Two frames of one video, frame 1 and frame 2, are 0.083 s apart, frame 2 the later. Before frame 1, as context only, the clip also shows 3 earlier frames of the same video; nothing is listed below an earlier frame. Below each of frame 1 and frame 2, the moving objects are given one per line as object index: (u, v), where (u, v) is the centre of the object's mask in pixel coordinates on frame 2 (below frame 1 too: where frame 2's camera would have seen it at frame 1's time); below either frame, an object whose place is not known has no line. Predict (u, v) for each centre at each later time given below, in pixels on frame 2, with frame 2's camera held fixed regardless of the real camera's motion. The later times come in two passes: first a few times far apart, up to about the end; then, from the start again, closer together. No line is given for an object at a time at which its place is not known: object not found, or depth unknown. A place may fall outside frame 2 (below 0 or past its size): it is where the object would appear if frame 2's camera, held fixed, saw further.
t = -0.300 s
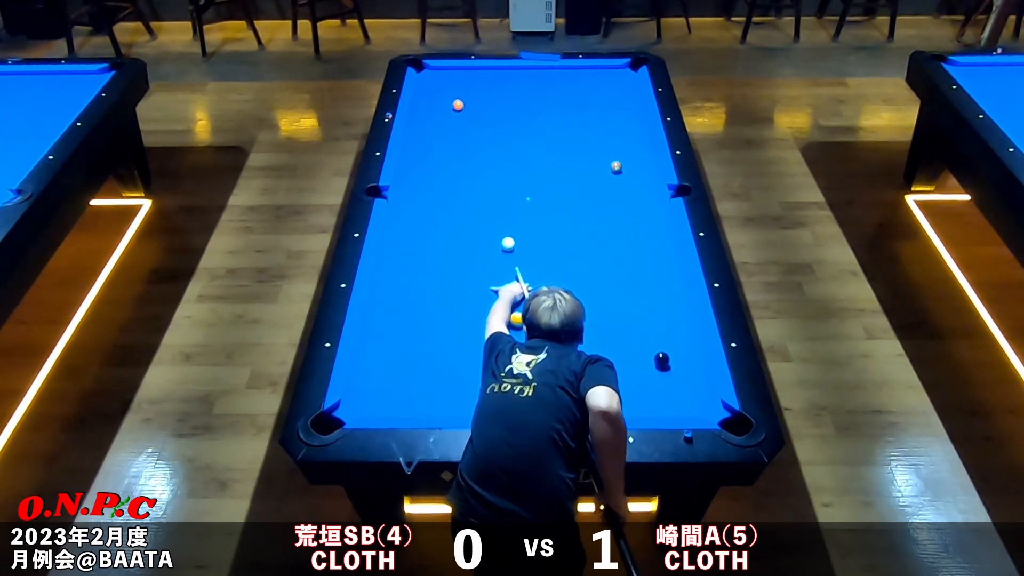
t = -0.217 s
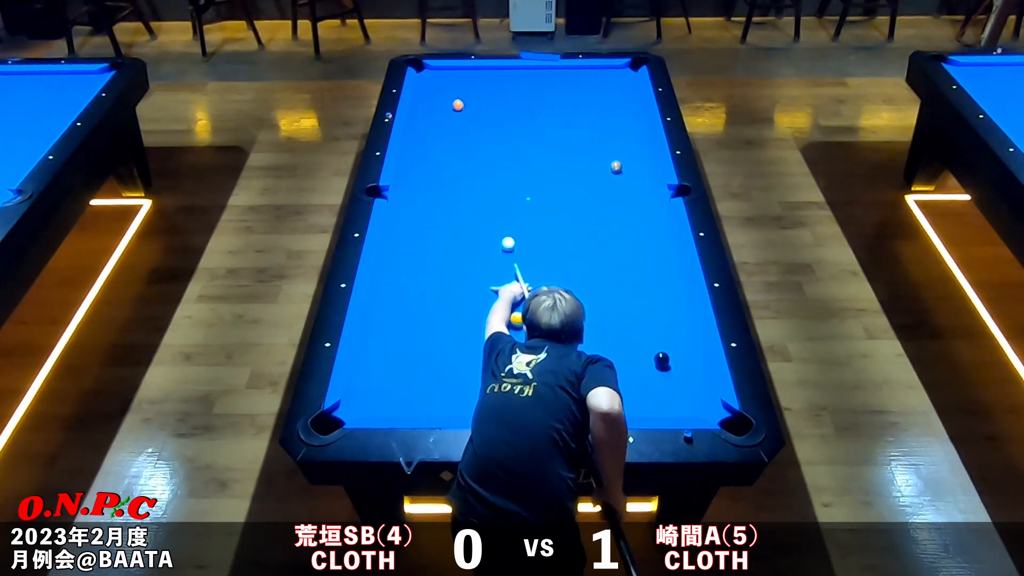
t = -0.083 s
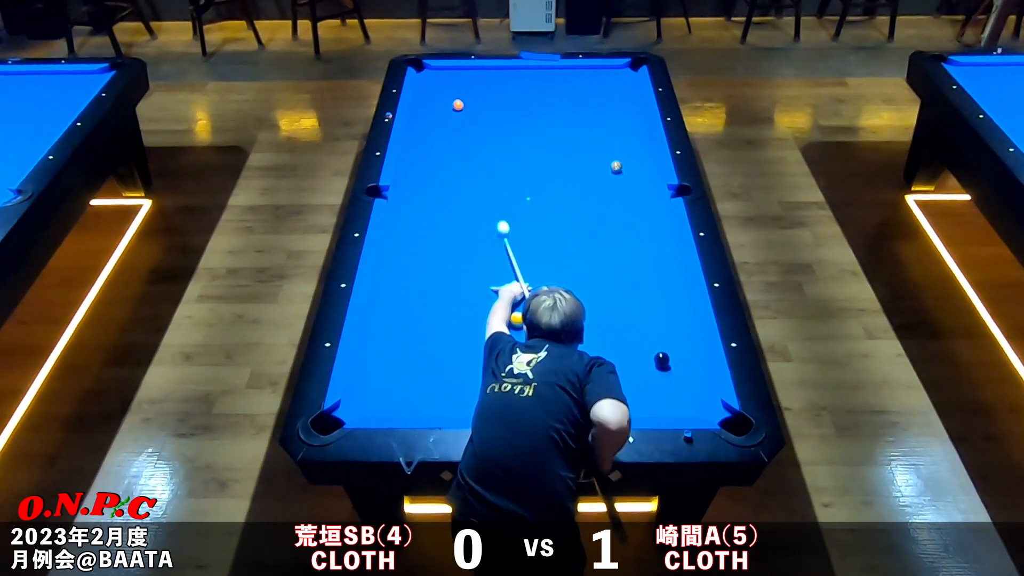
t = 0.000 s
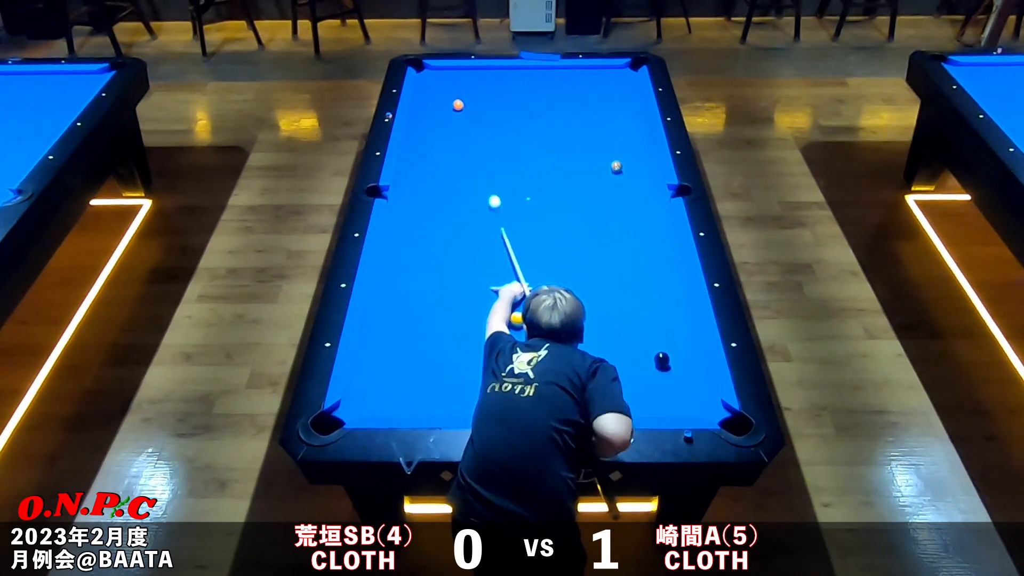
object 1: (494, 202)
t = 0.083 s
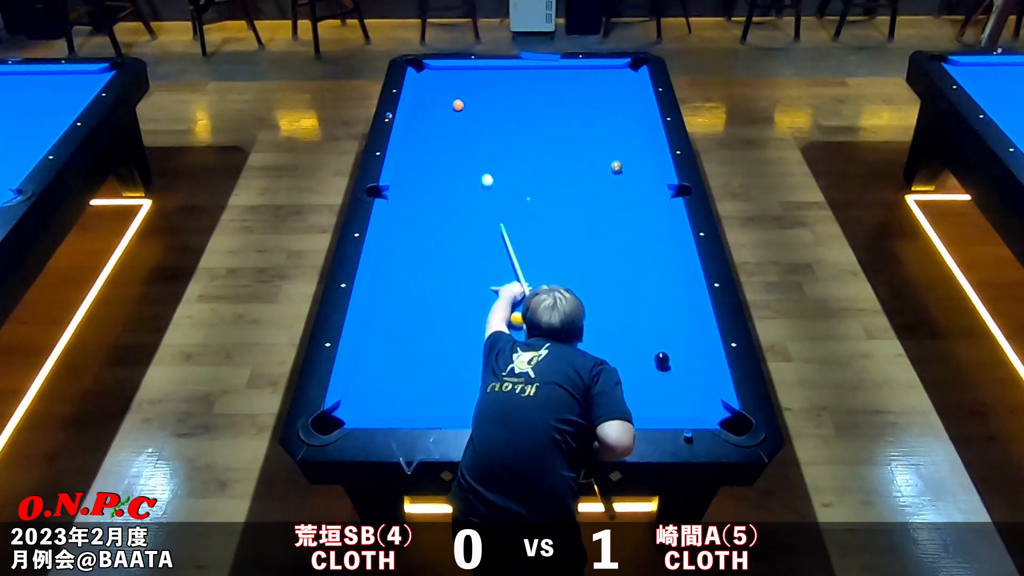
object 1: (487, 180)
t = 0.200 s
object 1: (479, 155)
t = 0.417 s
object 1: (465, 115)
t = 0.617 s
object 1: (473, 103)
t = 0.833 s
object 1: (481, 91)
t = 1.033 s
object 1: (489, 81)
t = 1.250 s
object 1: (496, 71)
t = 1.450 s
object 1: (500, 72)
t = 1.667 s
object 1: (502, 77)
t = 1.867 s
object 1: (505, 82)
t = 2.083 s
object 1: (507, 86)
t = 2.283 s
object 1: (510, 91)
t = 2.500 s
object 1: (512, 95)
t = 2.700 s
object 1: (514, 99)
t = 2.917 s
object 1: (517, 103)
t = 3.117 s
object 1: (519, 106)
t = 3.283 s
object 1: (520, 108)
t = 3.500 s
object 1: (522, 111)
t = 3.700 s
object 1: (524, 114)
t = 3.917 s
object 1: (525, 116)
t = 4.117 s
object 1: (526, 118)
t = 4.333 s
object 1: (527, 119)
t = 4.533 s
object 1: (527, 120)
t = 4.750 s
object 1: (528, 121)
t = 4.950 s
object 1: (528, 121)
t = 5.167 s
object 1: (528, 121)
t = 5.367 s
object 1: (528, 121)
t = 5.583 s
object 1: (528, 121)
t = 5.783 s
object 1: (528, 121)
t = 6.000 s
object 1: (528, 121)
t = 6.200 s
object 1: (528, 121)
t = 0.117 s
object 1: (485, 172)
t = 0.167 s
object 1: (481, 162)
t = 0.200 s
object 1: (479, 155)
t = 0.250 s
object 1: (475, 145)
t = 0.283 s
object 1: (473, 139)
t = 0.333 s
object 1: (470, 130)
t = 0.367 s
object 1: (468, 124)
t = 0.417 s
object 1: (465, 115)
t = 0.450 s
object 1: (463, 110)
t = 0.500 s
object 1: (466, 108)
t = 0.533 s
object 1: (468, 107)
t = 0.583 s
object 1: (471, 105)
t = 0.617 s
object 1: (473, 103)
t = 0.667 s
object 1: (475, 100)
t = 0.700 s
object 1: (476, 99)
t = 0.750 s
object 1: (478, 96)
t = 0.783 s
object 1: (479, 94)
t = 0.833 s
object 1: (481, 91)
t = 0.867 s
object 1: (483, 89)
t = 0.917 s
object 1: (484, 87)
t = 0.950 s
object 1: (486, 85)
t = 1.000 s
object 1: (487, 83)
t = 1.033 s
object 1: (489, 81)
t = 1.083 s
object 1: (490, 79)
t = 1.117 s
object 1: (492, 77)
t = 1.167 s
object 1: (493, 75)
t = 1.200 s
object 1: (495, 73)
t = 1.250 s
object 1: (496, 71)
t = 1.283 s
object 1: (497, 69)
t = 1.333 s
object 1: (499, 68)
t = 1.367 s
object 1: (499, 69)
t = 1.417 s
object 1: (500, 71)
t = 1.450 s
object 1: (500, 72)
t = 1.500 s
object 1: (501, 73)
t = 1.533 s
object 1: (501, 74)
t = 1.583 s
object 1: (502, 75)
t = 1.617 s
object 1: (502, 76)
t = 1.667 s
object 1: (502, 77)
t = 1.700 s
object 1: (503, 78)
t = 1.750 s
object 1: (503, 79)
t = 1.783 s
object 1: (504, 80)
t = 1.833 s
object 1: (504, 81)
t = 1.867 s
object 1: (505, 82)
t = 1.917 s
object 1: (505, 83)
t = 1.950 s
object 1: (506, 83)
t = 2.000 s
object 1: (506, 85)
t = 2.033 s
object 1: (507, 85)
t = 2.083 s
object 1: (507, 86)
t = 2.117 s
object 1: (508, 87)
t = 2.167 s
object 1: (508, 88)
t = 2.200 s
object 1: (508, 89)
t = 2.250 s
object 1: (509, 90)
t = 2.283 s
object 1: (510, 91)
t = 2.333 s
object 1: (510, 92)
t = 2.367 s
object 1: (510, 92)
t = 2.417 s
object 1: (511, 93)
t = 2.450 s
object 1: (512, 94)
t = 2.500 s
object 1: (512, 95)
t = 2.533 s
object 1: (512, 96)
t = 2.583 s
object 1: (513, 97)
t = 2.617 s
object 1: (513, 97)
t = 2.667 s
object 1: (514, 98)
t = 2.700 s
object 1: (514, 99)
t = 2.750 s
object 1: (515, 100)
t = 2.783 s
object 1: (515, 100)
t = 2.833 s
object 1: (516, 101)
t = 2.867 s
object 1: (516, 102)
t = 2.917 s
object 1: (517, 103)
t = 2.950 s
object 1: (517, 103)
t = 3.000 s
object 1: (518, 104)
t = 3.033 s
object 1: (518, 105)
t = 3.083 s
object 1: (518, 105)
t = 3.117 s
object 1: (519, 106)
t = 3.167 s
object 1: (519, 107)
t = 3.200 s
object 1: (520, 107)
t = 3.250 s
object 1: (520, 108)
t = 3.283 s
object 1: (520, 108)
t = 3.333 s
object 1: (521, 109)
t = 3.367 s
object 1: (521, 110)
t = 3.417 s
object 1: (521, 110)
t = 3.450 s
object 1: (522, 111)
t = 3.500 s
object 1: (522, 111)
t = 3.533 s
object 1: (522, 112)
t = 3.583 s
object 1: (523, 112)
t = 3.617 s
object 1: (523, 113)
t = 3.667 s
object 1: (523, 113)
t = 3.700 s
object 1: (524, 114)
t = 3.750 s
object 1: (524, 114)
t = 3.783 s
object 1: (524, 114)
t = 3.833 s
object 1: (525, 115)
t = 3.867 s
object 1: (525, 115)
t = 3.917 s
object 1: (525, 116)
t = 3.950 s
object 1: (525, 116)
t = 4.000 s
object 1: (526, 117)
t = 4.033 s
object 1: (526, 117)
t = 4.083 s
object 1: (526, 117)
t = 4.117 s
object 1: (526, 118)
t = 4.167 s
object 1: (526, 118)
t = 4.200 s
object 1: (526, 118)
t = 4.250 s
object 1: (527, 118)
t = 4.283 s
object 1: (527, 119)
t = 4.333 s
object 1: (527, 119)
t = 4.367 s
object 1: (527, 119)
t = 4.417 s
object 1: (527, 119)
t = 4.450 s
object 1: (527, 120)
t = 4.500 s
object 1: (527, 120)
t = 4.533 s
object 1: (527, 120)
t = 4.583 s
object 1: (527, 120)
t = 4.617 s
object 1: (527, 120)
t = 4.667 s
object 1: (528, 120)
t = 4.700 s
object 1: (528, 120)
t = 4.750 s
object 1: (528, 121)
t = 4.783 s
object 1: (528, 121)
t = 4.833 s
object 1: (528, 121)
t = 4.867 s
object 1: (528, 121)
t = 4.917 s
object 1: (528, 121)
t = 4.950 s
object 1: (528, 121)
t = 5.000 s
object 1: (528, 121)
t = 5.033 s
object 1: (528, 121)
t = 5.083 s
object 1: (528, 121)
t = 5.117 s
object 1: (528, 121)
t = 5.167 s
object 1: (528, 121)
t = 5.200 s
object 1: (528, 121)
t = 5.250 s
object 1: (528, 121)
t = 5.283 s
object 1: (528, 121)
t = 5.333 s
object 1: (528, 121)
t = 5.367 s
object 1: (528, 121)
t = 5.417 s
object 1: (528, 121)
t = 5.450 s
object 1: (528, 121)
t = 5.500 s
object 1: (528, 121)
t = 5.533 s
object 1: (528, 121)
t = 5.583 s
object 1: (528, 121)
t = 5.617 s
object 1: (528, 121)
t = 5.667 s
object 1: (528, 121)
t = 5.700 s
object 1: (528, 121)
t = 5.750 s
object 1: (528, 121)
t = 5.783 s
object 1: (528, 121)
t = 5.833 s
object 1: (528, 121)
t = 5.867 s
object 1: (528, 121)
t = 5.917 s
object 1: (528, 121)
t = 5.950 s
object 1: (528, 121)
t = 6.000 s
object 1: (528, 121)
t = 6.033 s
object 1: (528, 121)
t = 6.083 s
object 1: (528, 121)
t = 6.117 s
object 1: (528, 121)
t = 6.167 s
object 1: (528, 121)
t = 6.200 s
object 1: (528, 121)
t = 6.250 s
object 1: (528, 121)
